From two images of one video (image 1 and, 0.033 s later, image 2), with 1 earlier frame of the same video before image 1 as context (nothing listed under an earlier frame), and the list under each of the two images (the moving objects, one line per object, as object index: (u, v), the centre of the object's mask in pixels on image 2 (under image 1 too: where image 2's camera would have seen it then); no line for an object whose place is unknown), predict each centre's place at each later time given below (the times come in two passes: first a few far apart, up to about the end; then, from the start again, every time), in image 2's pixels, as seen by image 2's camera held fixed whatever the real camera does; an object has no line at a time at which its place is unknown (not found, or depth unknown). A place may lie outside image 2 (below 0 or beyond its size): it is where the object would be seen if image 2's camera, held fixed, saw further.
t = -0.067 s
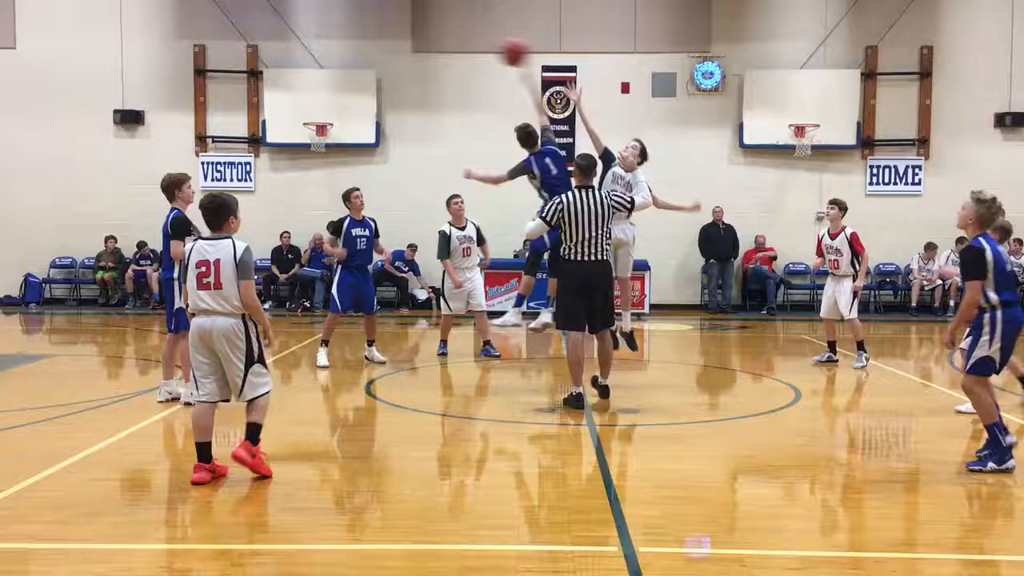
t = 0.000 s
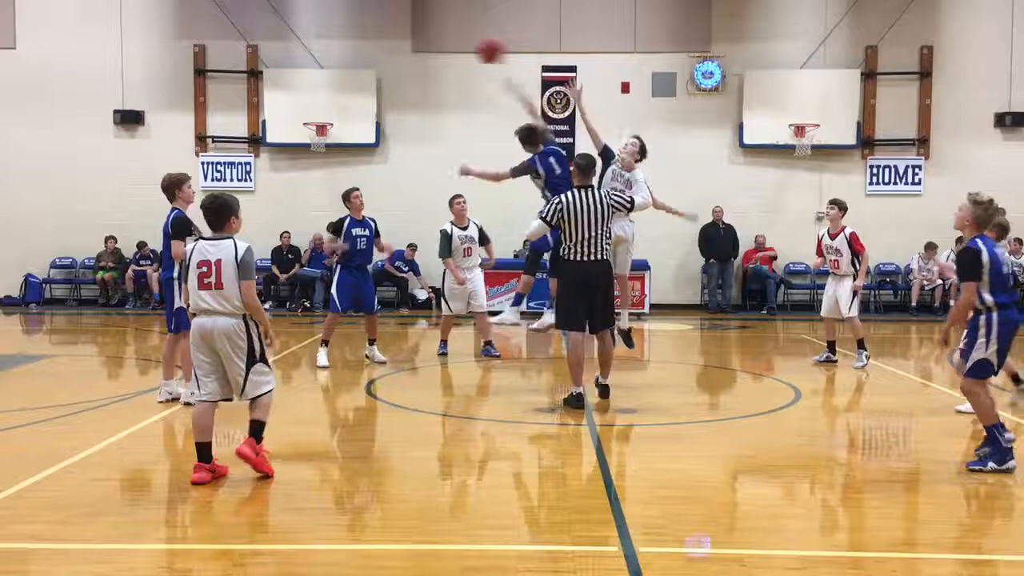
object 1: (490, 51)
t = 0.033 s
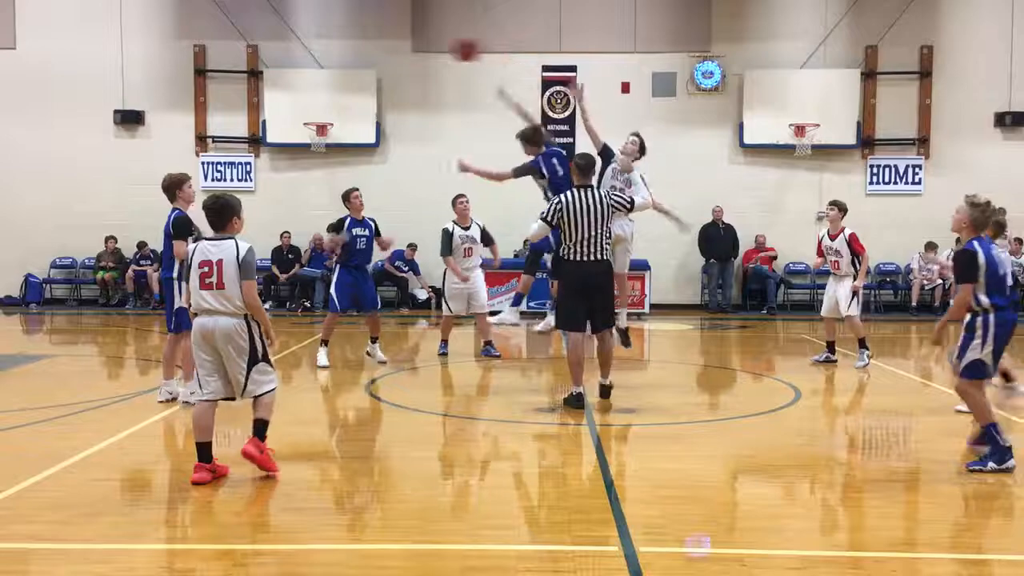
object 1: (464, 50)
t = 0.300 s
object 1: (277, 77)
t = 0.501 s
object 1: (145, 151)
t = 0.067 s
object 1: (441, 49)
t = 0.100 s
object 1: (419, 48)
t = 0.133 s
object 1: (396, 50)
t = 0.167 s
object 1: (371, 55)
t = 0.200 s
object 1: (347, 58)
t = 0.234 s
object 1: (324, 63)
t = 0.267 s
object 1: (302, 70)
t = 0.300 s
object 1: (277, 77)
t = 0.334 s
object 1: (256, 88)
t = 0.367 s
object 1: (234, 98)
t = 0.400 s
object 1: (211, 110)
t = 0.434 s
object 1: (189, 122)
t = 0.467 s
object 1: (167, 136)
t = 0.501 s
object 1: (145, 151)
